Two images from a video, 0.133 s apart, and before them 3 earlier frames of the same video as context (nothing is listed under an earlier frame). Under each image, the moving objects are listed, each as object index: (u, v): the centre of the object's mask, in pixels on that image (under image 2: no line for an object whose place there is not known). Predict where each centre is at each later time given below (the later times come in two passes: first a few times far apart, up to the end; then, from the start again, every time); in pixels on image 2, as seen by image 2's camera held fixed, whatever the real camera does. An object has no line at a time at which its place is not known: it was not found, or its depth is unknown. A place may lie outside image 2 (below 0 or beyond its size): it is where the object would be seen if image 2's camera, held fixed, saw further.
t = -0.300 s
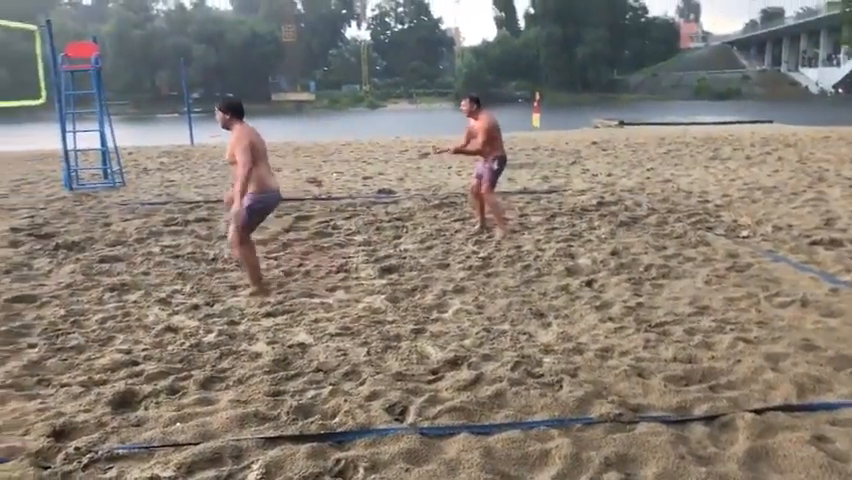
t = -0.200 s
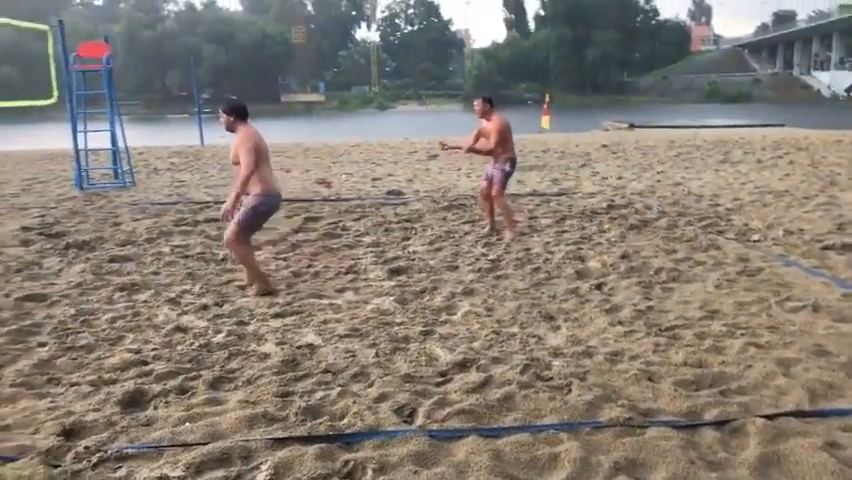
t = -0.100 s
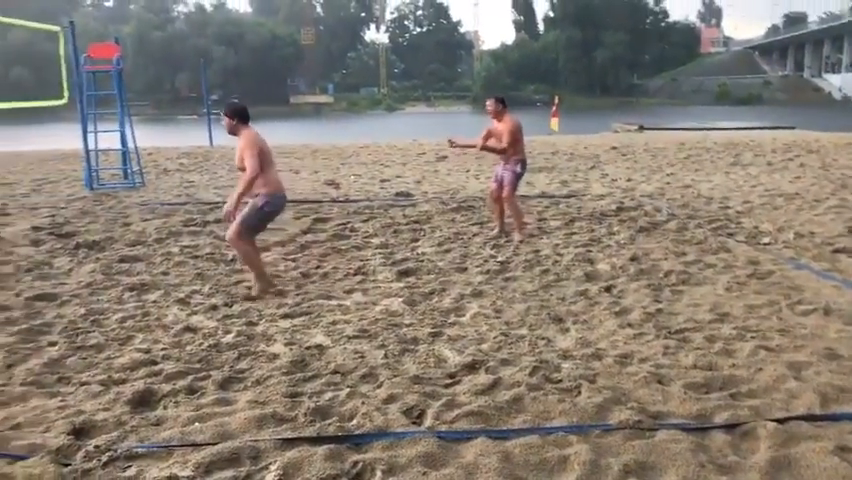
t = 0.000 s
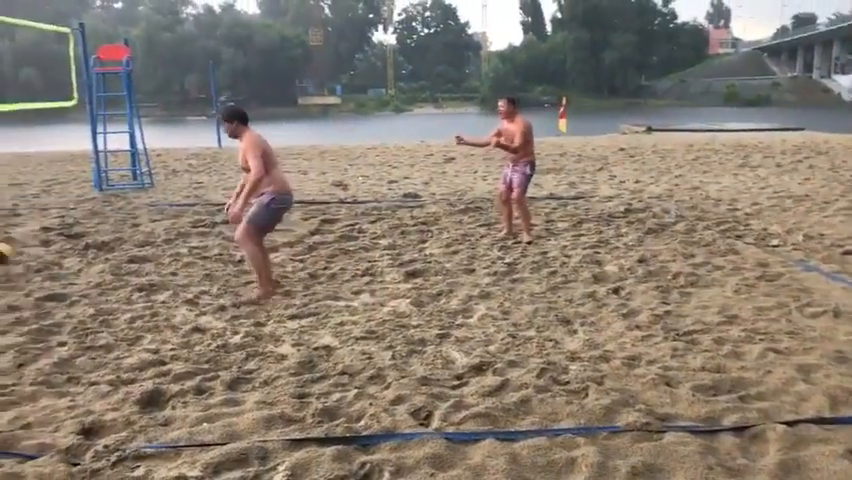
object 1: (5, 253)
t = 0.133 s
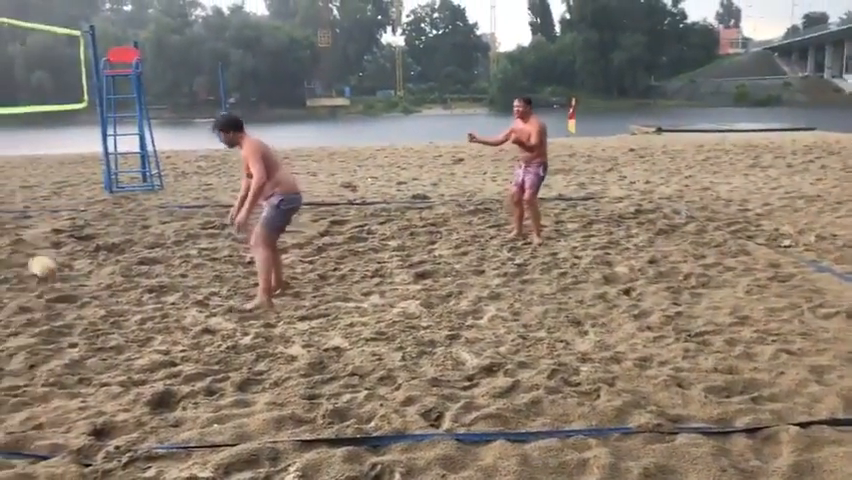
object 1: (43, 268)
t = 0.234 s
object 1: (69, 280)
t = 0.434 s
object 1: (125, 285)
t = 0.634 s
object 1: (164, 284)
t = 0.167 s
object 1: (52, 274)
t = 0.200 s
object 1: (61, 280)
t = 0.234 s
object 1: (69, 280)
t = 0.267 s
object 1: (79, 277)
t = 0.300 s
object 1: (88, 278)
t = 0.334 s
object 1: (96, 279)
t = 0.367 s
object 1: (105, 281)
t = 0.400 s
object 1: (113, 282)
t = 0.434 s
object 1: (125, 285)
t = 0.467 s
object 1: (130, 283)
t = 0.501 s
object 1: (137, 283)
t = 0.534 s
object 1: (143, 281)
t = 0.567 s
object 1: (150, 281)
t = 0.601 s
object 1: (156, 282)
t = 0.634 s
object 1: (164, 284)
